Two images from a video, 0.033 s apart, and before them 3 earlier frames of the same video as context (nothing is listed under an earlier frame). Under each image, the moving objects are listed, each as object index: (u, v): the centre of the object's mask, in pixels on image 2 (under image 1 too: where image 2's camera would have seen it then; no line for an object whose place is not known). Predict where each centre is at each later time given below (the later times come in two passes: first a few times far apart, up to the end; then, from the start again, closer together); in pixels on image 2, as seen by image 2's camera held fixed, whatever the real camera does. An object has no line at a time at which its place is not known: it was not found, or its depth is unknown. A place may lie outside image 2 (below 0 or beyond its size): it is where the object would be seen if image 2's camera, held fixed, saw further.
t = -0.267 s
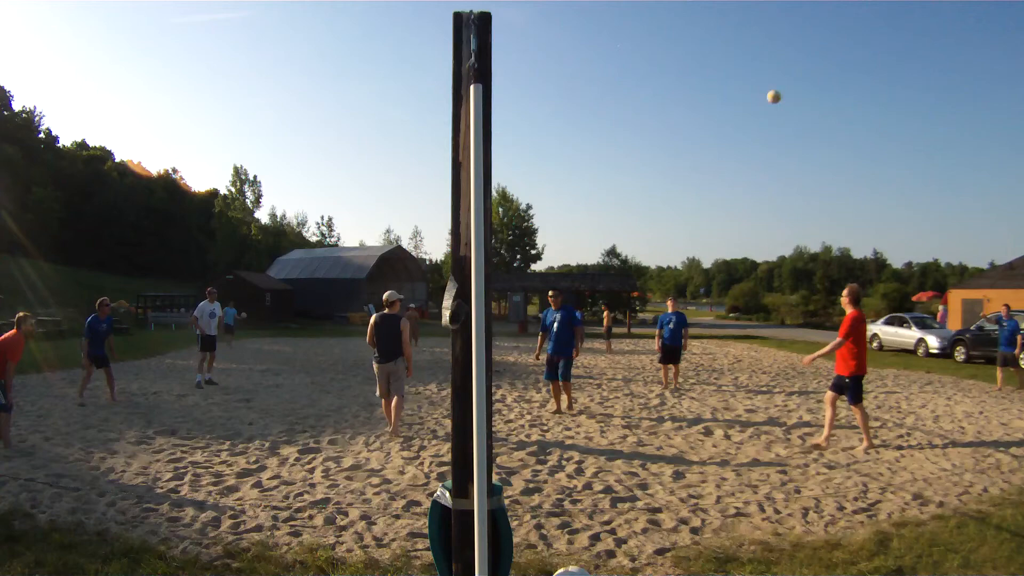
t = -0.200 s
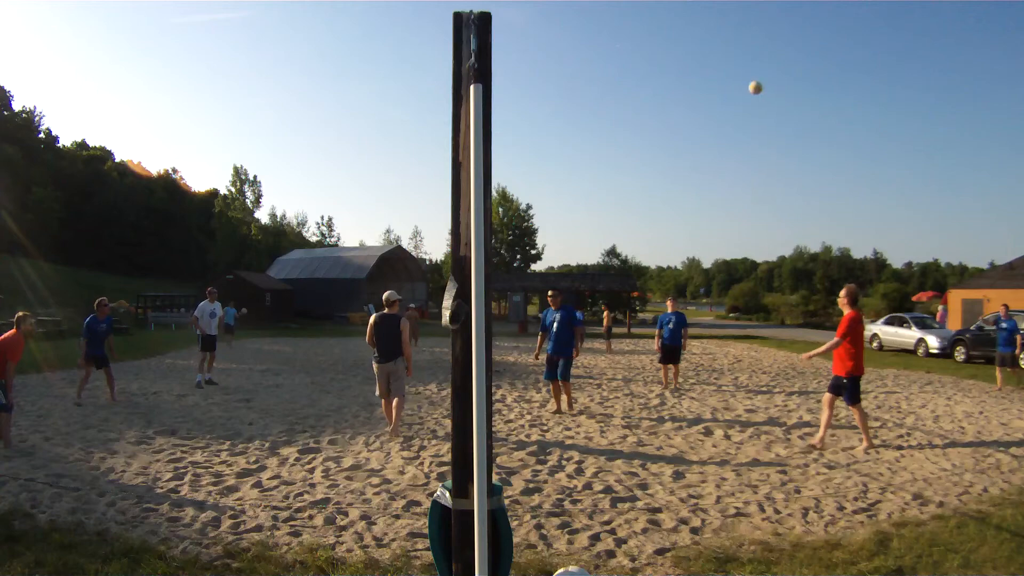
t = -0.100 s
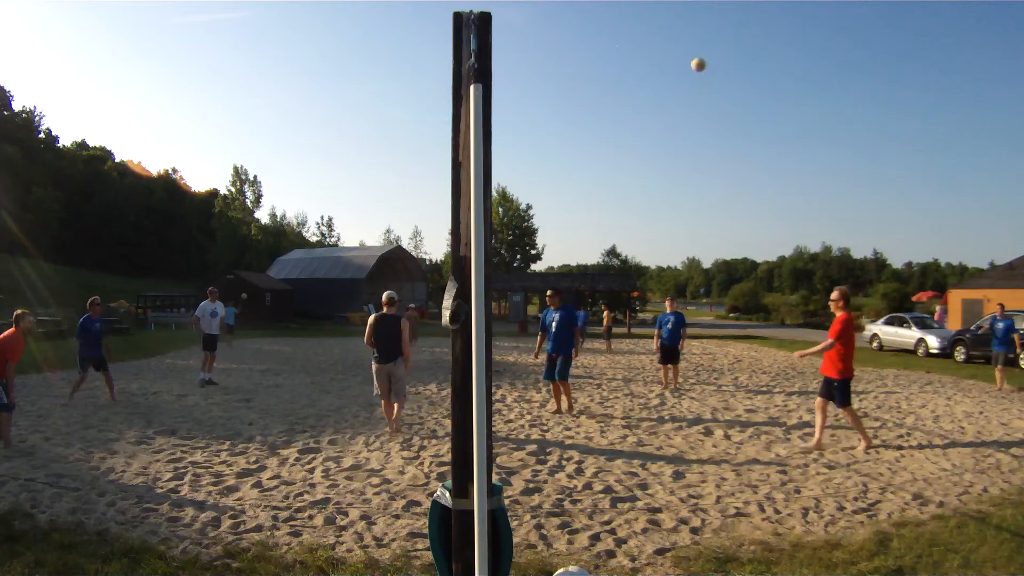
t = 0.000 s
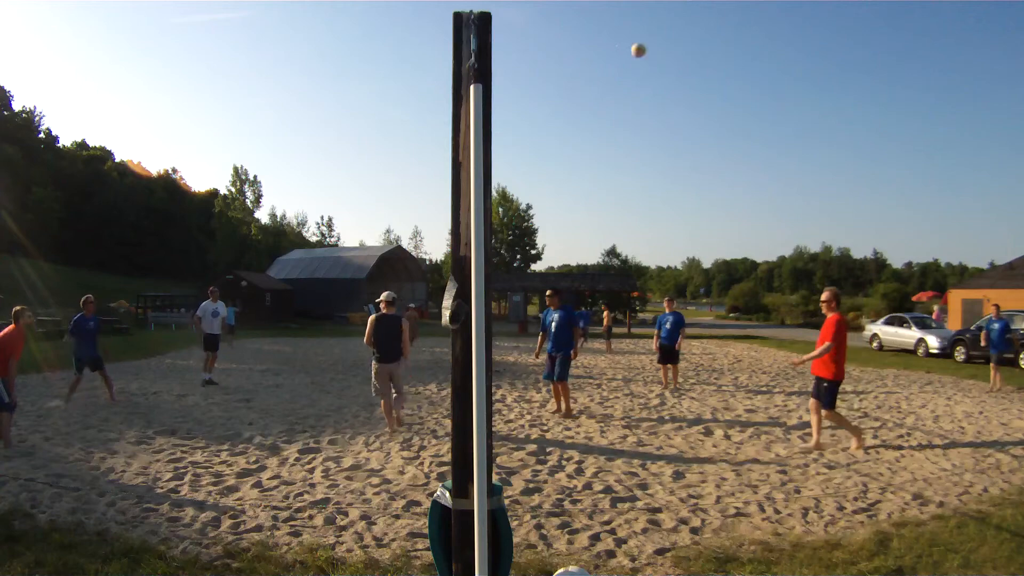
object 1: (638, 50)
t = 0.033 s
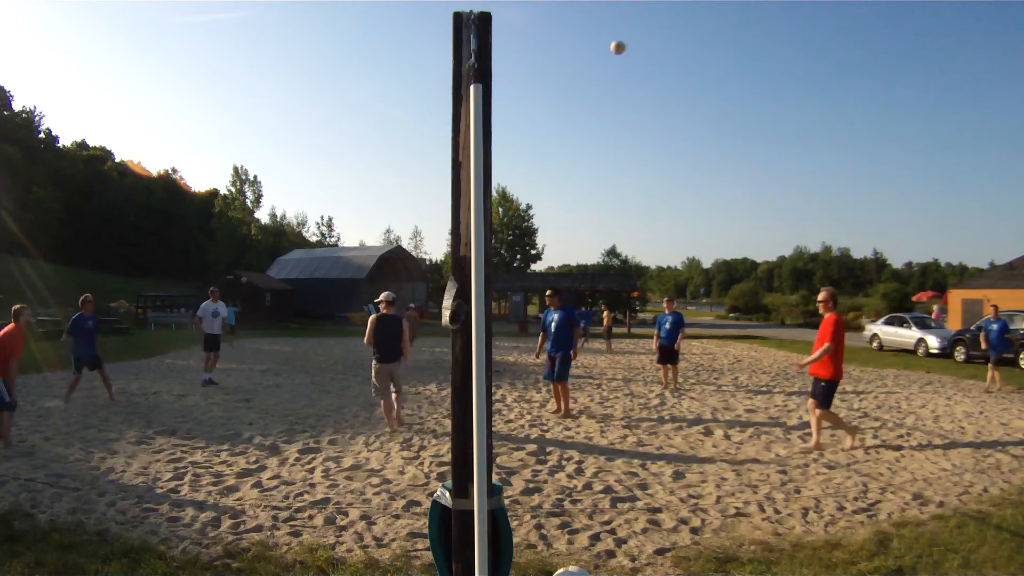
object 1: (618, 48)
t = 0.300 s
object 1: (447, 59)
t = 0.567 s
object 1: (283, 136)
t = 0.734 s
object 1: (192, 211)
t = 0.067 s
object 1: (597, 45)
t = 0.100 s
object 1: (576, 44)
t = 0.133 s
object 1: (555, 44)
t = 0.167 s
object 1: (533, 45)
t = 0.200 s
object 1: (512, 47)
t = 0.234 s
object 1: (495, 50)
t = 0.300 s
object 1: (447, 59)
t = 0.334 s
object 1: (427, 65)
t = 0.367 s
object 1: (405, 72)
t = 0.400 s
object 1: (384, 80)
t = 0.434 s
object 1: (364, 90)
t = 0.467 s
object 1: (343, 100)
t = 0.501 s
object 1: (323, 111)
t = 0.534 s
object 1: (303, 123)
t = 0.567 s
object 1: (283, 136)
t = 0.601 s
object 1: (263, 149)
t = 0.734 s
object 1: (192, 211)
